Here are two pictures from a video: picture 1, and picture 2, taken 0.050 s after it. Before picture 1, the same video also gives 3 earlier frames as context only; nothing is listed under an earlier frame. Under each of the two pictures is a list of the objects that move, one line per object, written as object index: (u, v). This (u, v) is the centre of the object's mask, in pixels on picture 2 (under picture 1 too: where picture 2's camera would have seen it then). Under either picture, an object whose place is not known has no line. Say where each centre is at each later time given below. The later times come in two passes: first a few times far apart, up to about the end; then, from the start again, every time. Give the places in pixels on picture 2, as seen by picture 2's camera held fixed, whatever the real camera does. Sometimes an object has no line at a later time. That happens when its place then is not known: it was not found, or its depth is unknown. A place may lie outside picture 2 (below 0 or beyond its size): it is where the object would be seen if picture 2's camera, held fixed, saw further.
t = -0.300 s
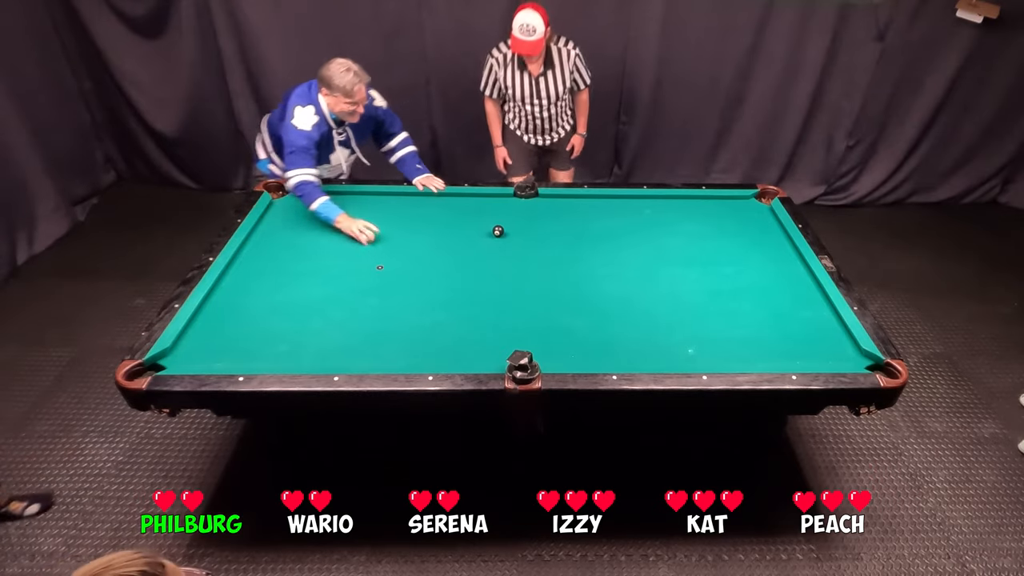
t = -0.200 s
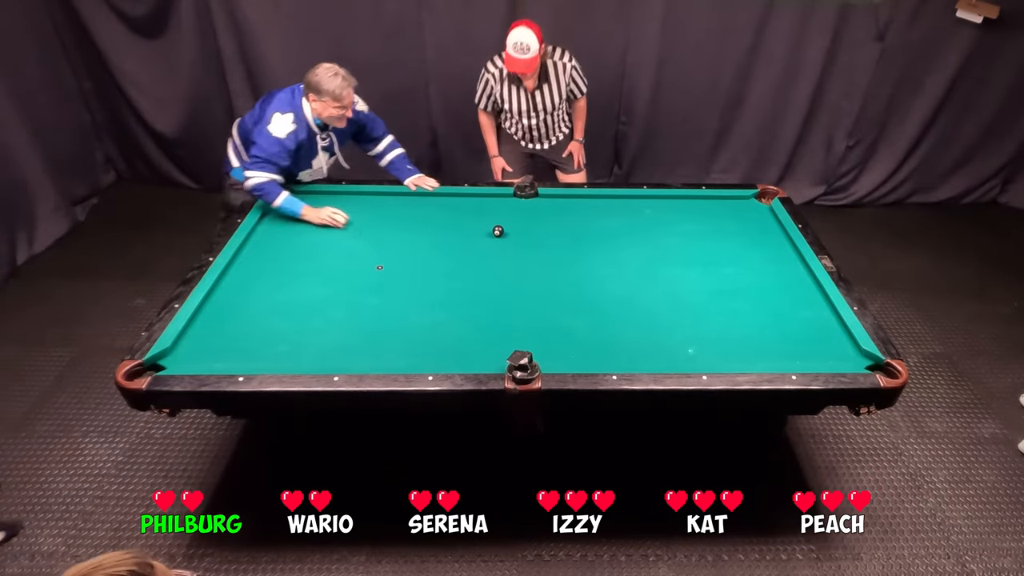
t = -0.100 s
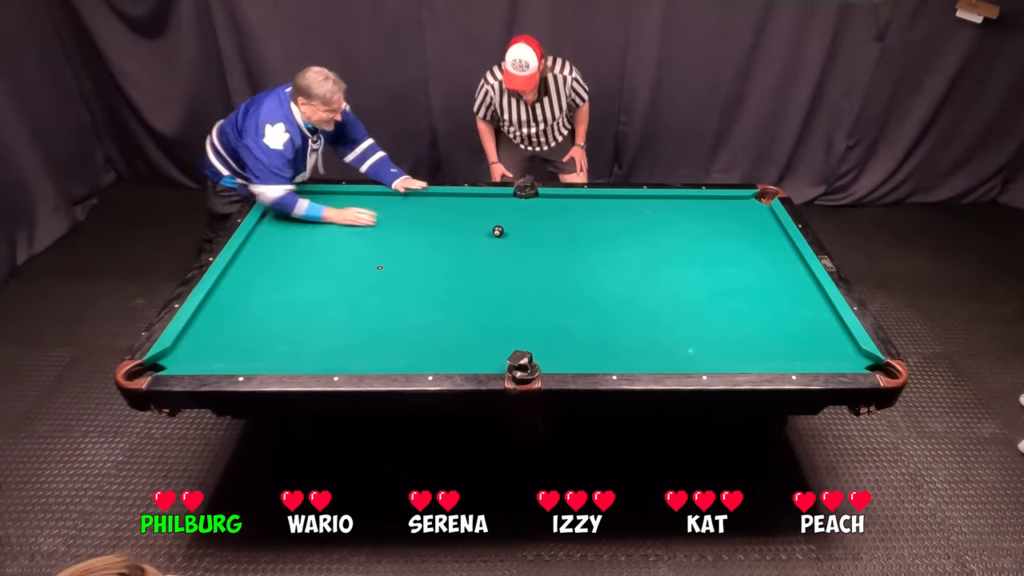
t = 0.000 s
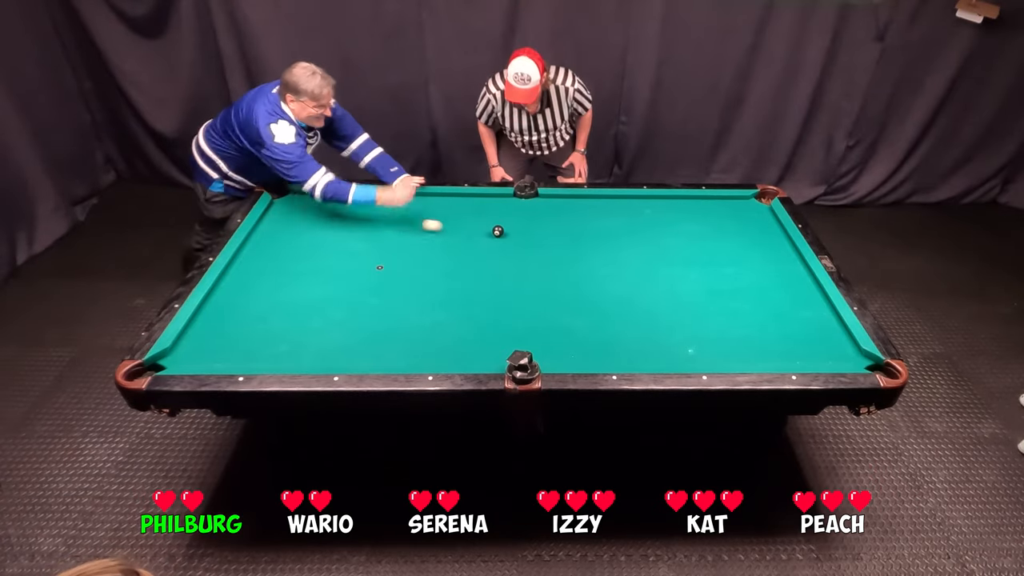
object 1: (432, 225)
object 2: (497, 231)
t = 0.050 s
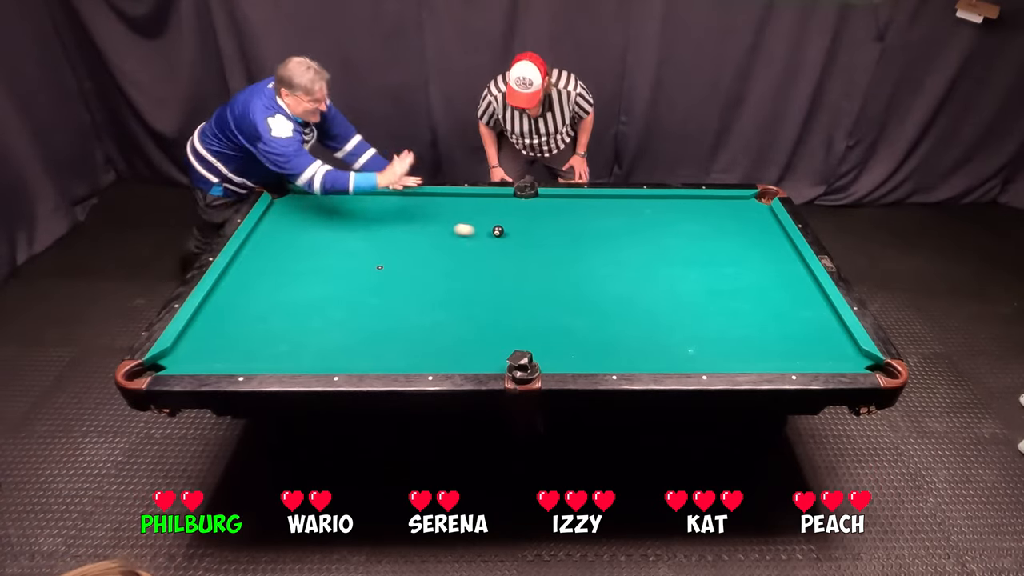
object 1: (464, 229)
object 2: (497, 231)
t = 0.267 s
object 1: (525, 264)
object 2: (567, 215)
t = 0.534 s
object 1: (589, 310)
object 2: (640, 199)
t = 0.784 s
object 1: (660, 358)
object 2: (698, 206)
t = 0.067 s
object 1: (474, 231)
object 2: (497, 231)
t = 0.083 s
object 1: (484, 233)
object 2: (498, 231)
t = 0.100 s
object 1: (490, 235)
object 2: (504, 230)
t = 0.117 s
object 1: (493, 238)
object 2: (511, 228)
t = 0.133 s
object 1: (496, 242)
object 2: (519, 226)
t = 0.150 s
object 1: (500, 244)
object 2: (525, 225)
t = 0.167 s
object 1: (503, 247)
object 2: (532, 223)
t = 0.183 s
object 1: (507, 250)
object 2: (539, 222)
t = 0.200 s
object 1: (511, 253)
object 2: (545, 220)
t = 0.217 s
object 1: (514, 255)
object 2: (551, 219)
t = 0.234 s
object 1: (518, 258)
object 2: (556, 217)
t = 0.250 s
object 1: (521, 261)
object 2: (562, 216)
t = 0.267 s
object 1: (525, 264)
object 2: (567, 215)
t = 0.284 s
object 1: (529, 266)
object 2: (572, 214)
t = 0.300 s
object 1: (533, 269)
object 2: (578, 213)
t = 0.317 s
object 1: (536, 272)
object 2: (582, 212)
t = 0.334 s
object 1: (540, 275)
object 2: (588, 211)
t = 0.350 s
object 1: (544, 277)
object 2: (593, 209)
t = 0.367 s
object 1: (548, 280)
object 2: (597, 208)
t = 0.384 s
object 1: (552, 283)
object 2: (601, 207)
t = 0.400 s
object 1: (556, 286)
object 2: (605, 206)
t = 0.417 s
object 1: (560, 289)
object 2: (610, 206)
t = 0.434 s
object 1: (564, 292)
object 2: (614, 204)
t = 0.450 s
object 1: (568, 295)
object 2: (620, 203)
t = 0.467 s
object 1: (572, 298)
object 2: (624, 203)
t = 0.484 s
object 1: (576, 301)
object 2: (627, 202)
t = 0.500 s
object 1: (581, 304)
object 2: (631, 201)
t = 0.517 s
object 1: (585, 307)
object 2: (636, 200)
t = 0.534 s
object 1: (589, 310)
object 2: (640, 199)
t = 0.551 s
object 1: (594, 314)
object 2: (644, 199)
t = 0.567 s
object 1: (598, 317)
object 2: (648, 199)
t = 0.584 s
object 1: (603, 320)
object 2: (652, 200)
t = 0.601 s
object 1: (607, 323)
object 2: (656, 200)
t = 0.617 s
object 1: (612, 327)
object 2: (660, 201)
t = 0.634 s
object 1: (616, 330)
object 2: (663, 202)
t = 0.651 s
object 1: (621, 333)
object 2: (667, 203)
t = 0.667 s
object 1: (626, 337)
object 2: (671, 203)
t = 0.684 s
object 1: (631, 340)
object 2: (675, 203)
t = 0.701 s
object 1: (636, 344)
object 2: (679, 203)
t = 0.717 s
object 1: (641, 347)
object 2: (683, 204)
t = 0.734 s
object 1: (646, 351)
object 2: (687, 204)
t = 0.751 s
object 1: (651, 354)
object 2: (691, 205)
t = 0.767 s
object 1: (656, 357)
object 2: (694, 206)
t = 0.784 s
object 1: (660, 358)
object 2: (698, 206)
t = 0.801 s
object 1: (662, 356)
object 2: (702, 207)
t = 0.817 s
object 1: (664, 354)
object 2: (706, 207)
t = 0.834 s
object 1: (666, 352)
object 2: (710, 207)
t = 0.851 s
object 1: (668, 350)
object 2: (714, 208)
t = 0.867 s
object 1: (670, 348)
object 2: (718, 208)
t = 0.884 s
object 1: (672, 346)
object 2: (721, 209)
